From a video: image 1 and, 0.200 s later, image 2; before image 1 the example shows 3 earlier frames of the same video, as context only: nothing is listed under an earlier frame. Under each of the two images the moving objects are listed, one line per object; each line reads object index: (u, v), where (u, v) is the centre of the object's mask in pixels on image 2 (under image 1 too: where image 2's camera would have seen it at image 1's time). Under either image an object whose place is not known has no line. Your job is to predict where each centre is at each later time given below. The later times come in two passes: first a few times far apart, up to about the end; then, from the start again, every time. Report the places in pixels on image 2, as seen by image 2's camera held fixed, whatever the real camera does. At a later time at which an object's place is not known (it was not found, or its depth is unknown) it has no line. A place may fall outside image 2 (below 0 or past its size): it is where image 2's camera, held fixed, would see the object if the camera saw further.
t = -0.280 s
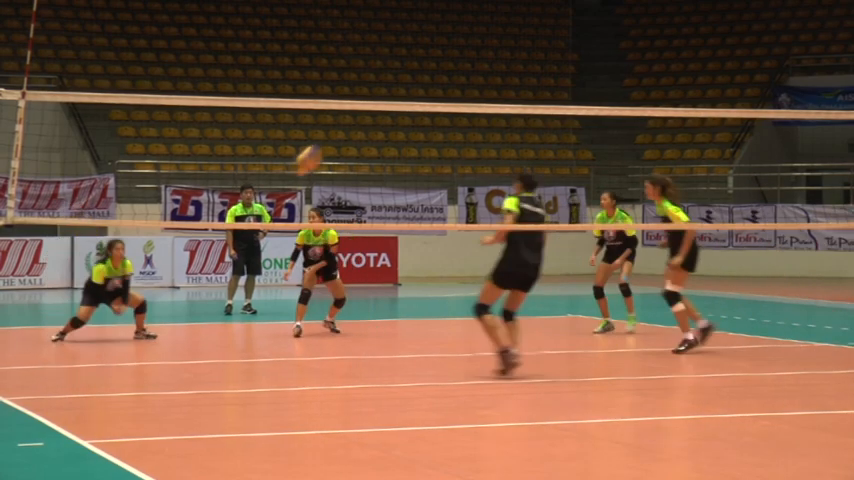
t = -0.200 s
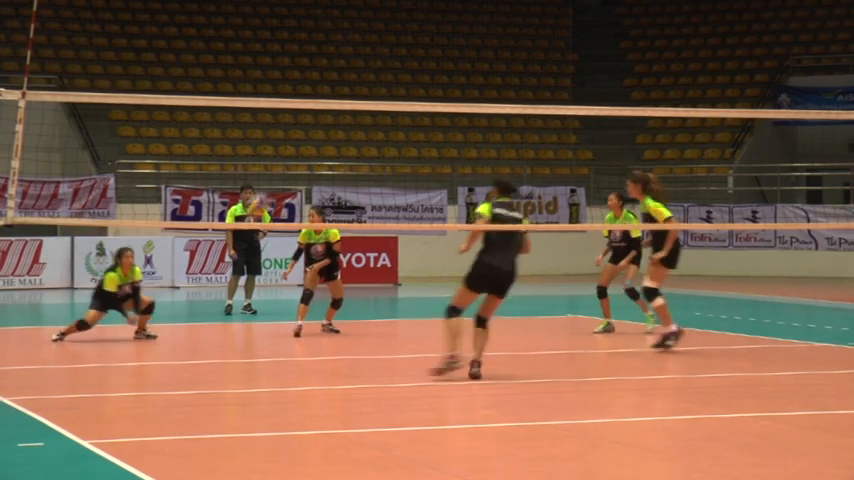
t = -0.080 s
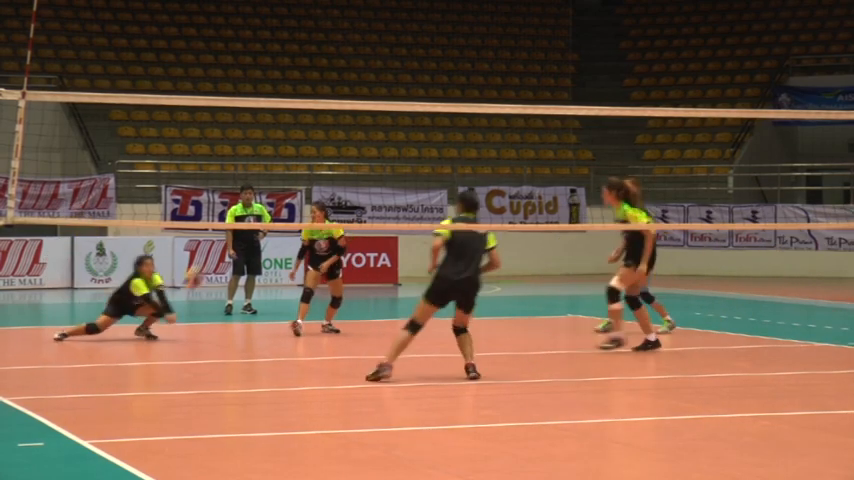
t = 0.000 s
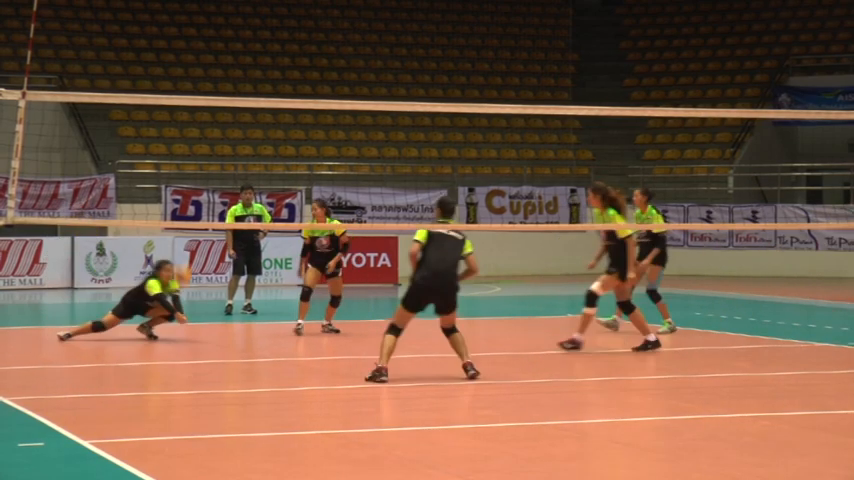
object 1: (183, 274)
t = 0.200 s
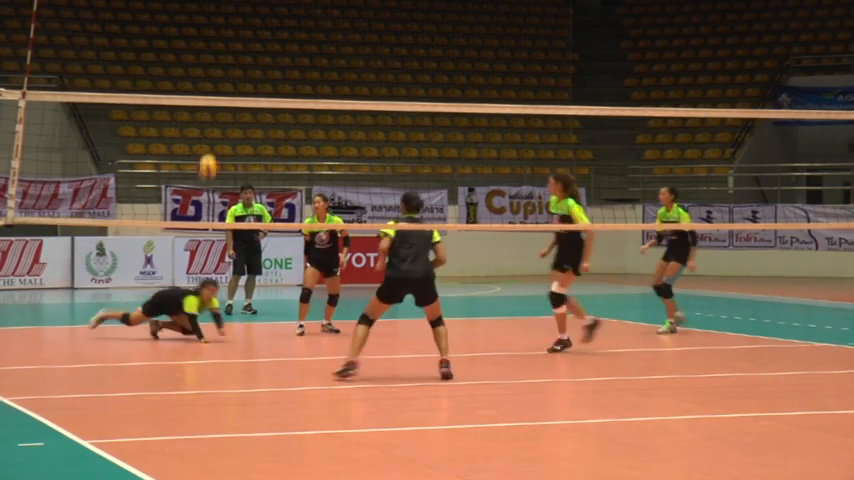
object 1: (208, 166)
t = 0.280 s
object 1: (217, 131)
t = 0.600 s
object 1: (257, 41)
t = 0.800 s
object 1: (284, 32)
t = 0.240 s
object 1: (212, 148)
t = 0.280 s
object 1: (217, 131)
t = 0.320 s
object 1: (223, 116)
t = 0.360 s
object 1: (229, 93)
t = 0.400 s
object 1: (234, 86)
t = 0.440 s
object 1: (240, 75)
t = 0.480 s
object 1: (244, 65)
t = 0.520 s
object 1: (246, 55)
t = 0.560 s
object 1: (251, 48)
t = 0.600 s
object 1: (257, 41)
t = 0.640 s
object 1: (261, 36)
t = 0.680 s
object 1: (267, 32)
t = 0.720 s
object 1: (272, 31)
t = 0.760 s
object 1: (277, 30)
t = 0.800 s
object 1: (284, 32)
